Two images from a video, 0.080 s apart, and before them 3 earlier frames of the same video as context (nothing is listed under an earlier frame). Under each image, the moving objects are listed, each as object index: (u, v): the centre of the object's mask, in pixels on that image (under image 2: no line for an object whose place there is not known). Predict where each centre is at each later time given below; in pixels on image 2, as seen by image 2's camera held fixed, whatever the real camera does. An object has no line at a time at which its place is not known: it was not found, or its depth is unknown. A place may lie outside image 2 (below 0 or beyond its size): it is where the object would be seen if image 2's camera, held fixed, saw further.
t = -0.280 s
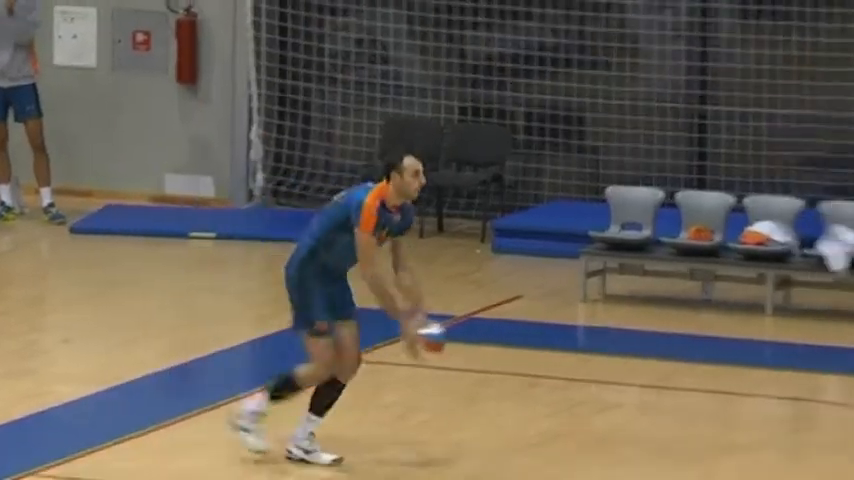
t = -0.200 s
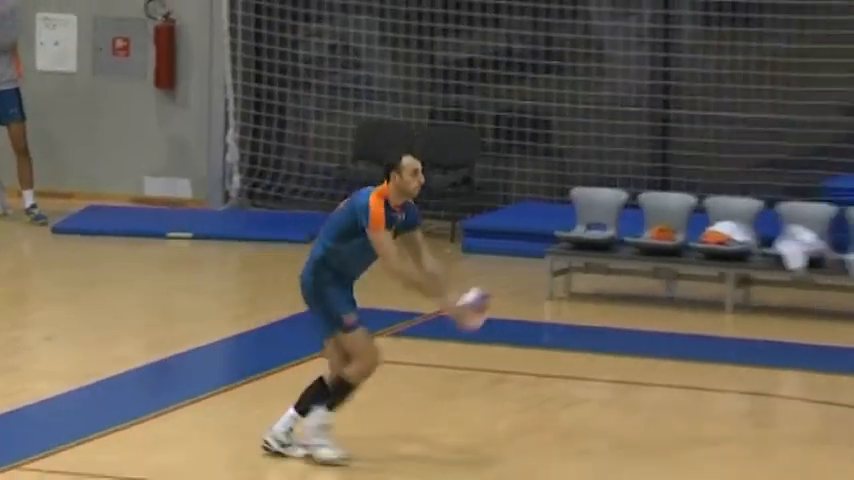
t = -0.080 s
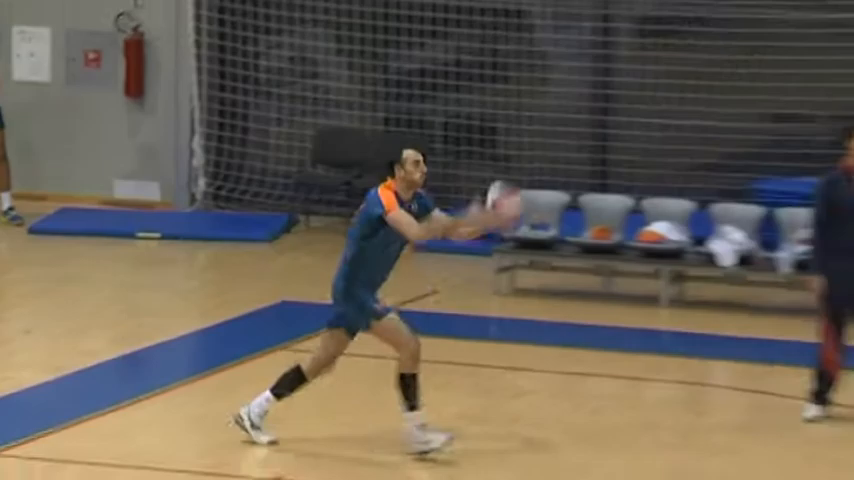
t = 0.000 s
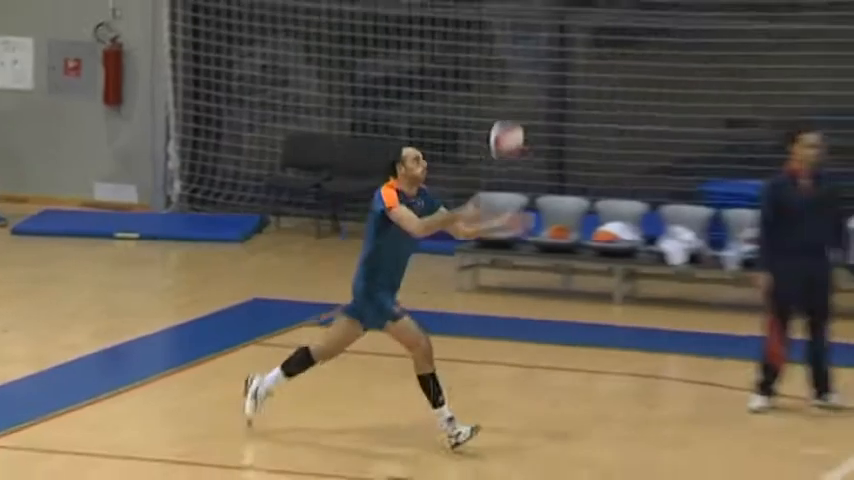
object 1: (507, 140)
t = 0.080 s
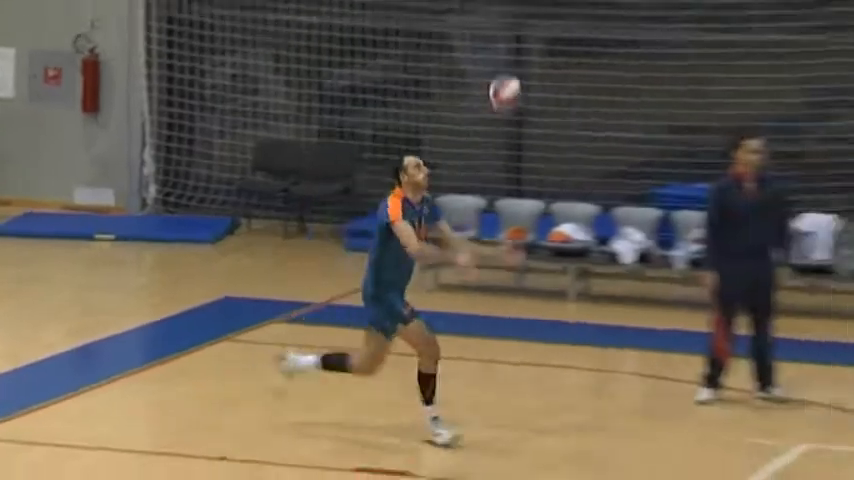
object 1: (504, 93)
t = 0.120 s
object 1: (526, 69)
